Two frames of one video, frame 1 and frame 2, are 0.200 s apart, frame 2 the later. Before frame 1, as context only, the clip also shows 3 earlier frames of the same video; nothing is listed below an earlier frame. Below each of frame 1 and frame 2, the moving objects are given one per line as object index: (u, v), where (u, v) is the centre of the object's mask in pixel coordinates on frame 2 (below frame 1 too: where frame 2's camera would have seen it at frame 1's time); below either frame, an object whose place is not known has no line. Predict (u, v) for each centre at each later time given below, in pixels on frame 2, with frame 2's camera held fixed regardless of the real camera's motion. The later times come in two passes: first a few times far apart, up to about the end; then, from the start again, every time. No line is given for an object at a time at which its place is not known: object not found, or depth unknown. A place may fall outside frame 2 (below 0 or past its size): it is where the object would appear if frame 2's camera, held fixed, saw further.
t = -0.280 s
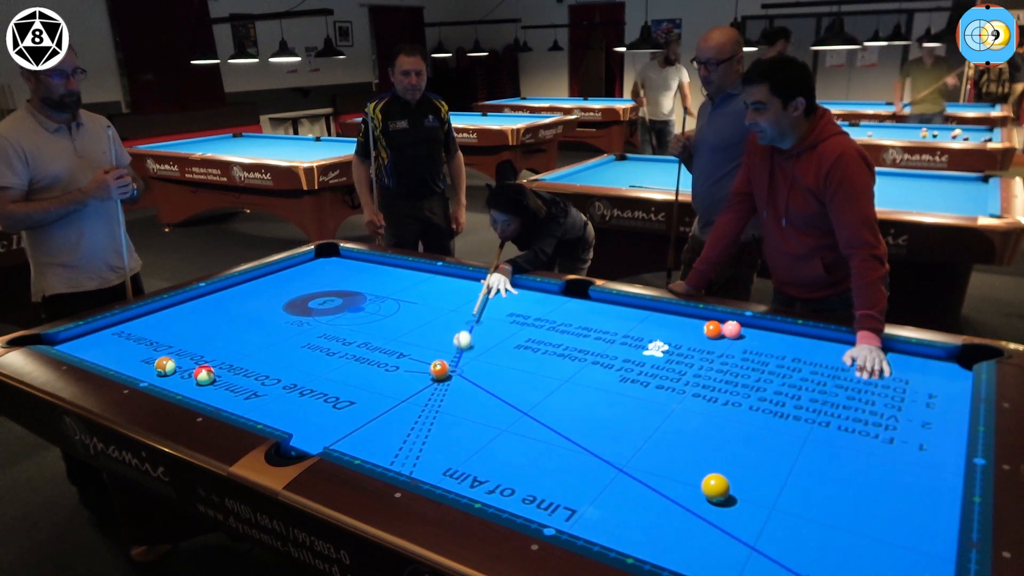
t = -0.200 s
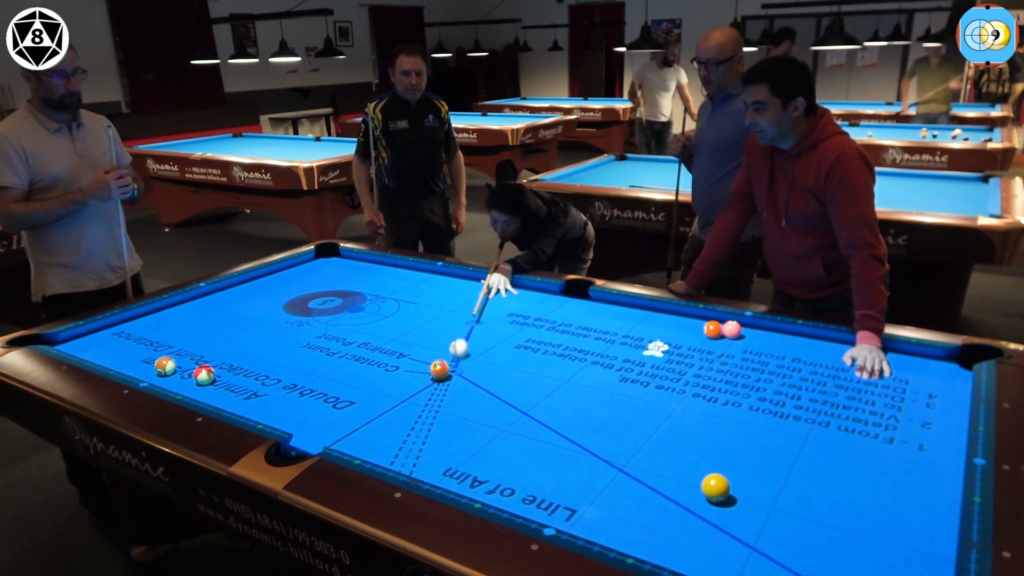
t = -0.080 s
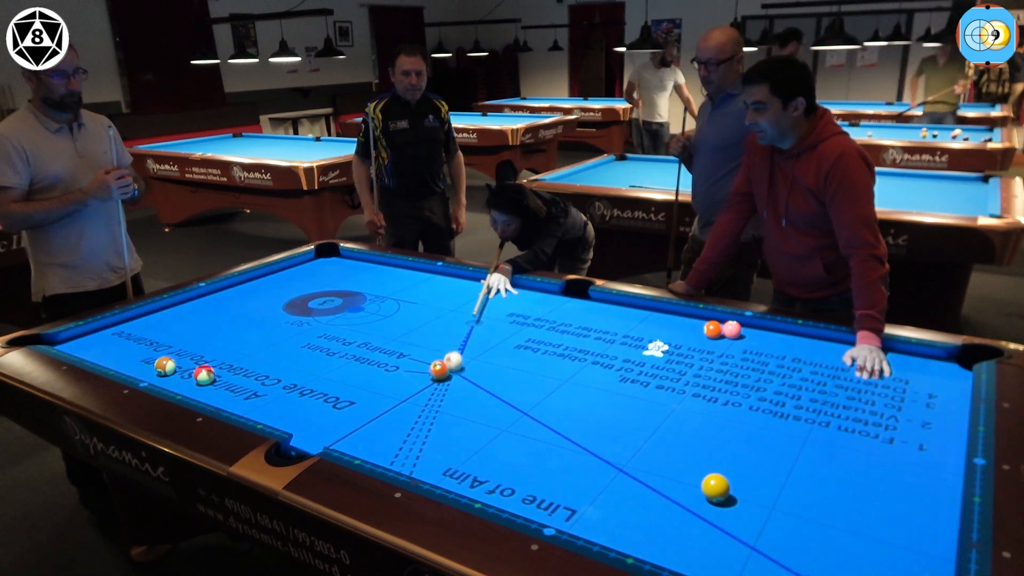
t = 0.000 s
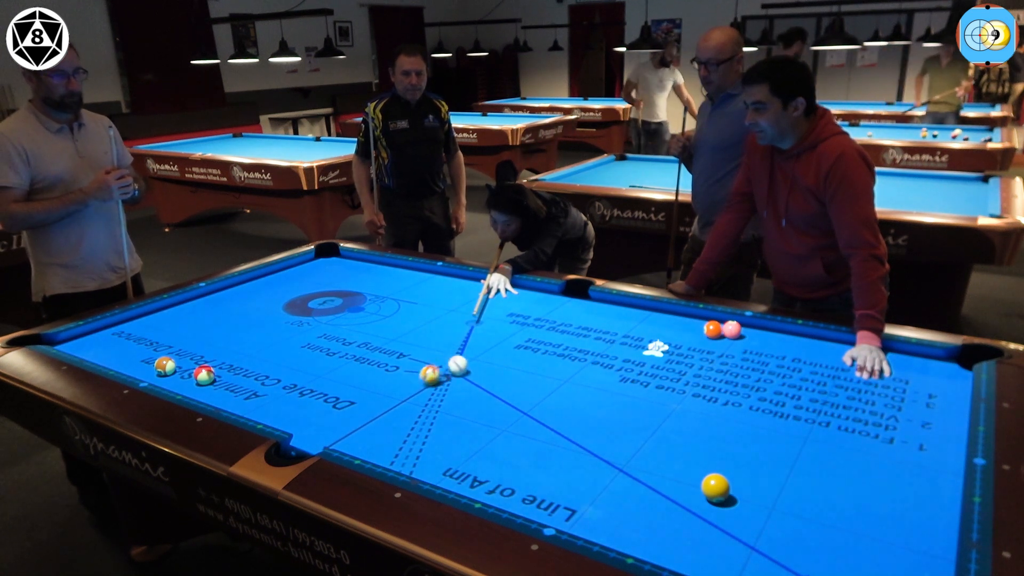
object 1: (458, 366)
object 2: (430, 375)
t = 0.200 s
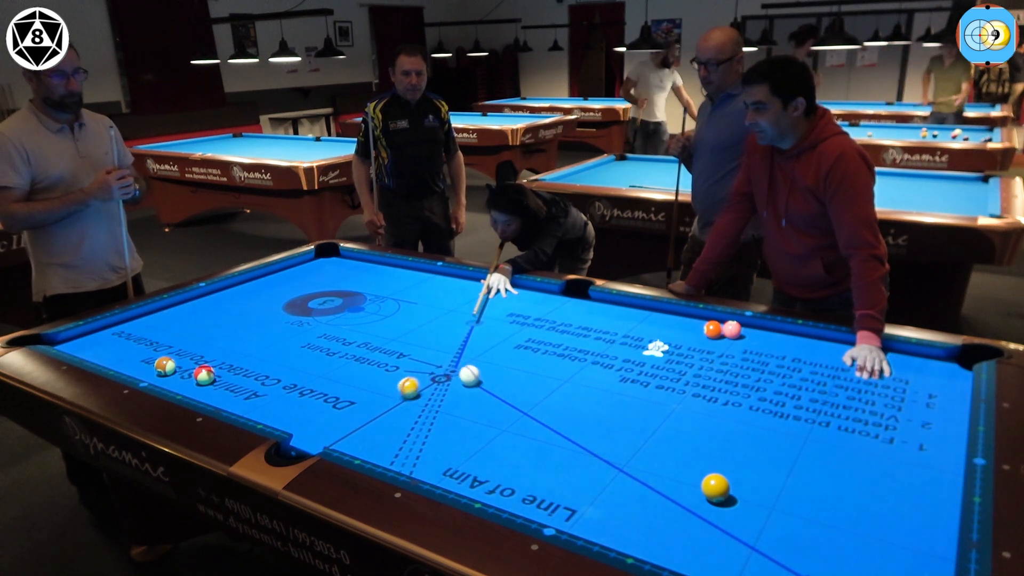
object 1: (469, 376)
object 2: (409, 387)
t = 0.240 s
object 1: (472, 378)
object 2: (404, 390)
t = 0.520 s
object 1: (489, 392)
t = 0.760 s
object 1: (504, 405)
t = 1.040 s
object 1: (522, 419)
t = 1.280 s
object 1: (537, 432)
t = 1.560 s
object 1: (554, 446)
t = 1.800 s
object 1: (569, 459)
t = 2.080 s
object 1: (585, 473)
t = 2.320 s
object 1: (599, 485)
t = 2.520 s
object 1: (610, 495)
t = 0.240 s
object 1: (472, 378)
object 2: (404, 390)
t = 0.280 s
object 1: (475, 380)
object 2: (400, 393)
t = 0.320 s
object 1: (477, 382)
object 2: (395, 396)
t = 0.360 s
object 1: (479, 384)
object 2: (391, 398)
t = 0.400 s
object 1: (481, 386)
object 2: (386, 401)
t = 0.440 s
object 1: (484, 388)
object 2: (382, 403)
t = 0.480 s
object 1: (486, 390)
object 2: (377, 406)
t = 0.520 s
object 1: (489, 392)
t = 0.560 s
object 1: (491, 394)
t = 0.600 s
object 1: (494, 396)
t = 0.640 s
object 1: (497, 398)
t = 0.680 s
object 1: (499, 400)
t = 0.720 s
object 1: (502, 403)
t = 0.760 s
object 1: (504, 405)
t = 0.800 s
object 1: (507, 407)
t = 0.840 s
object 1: (509, 409)
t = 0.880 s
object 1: (512, 411)
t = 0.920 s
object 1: (514, 413)
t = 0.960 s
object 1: (517, 415)
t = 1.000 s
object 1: (519, 417)
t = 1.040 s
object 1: (522, 419)
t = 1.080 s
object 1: (524, 421)
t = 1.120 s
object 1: (527, 423)
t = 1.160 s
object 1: (530, 426)
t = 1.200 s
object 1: (532, 427)
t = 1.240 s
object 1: (534, 430)
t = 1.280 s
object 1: (537, 432)
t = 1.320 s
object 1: (539, 434)
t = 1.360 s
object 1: (542, 436)
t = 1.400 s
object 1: (544, 438)
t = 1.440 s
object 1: (547, 440)
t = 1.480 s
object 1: (549, 442)
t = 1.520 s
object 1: (552, 444)
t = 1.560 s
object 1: (554, 446)
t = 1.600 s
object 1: (557, 449)
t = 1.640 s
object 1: (559, 450)
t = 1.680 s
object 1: (562, 453)
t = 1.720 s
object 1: (564, 455)
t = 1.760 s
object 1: (566, 457)
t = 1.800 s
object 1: (569, 459)
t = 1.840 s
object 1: (571, 461)
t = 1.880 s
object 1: (573, 463)
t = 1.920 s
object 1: (576, 465)
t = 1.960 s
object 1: (578, 467)
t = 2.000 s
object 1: (581, 469)
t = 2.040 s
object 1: (583, 471)
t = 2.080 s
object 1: (585, 473)
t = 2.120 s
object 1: (587, 475)
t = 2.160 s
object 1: (590, 477)
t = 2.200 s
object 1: (592, 480)
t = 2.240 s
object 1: (594, 481)
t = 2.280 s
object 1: (596, 483)
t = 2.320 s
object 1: (599, 485)
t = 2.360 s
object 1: (601, 487)
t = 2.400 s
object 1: (603, 489)
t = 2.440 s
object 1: (605, 491)
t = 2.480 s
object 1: (607, 493)
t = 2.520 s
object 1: (610, 495)
